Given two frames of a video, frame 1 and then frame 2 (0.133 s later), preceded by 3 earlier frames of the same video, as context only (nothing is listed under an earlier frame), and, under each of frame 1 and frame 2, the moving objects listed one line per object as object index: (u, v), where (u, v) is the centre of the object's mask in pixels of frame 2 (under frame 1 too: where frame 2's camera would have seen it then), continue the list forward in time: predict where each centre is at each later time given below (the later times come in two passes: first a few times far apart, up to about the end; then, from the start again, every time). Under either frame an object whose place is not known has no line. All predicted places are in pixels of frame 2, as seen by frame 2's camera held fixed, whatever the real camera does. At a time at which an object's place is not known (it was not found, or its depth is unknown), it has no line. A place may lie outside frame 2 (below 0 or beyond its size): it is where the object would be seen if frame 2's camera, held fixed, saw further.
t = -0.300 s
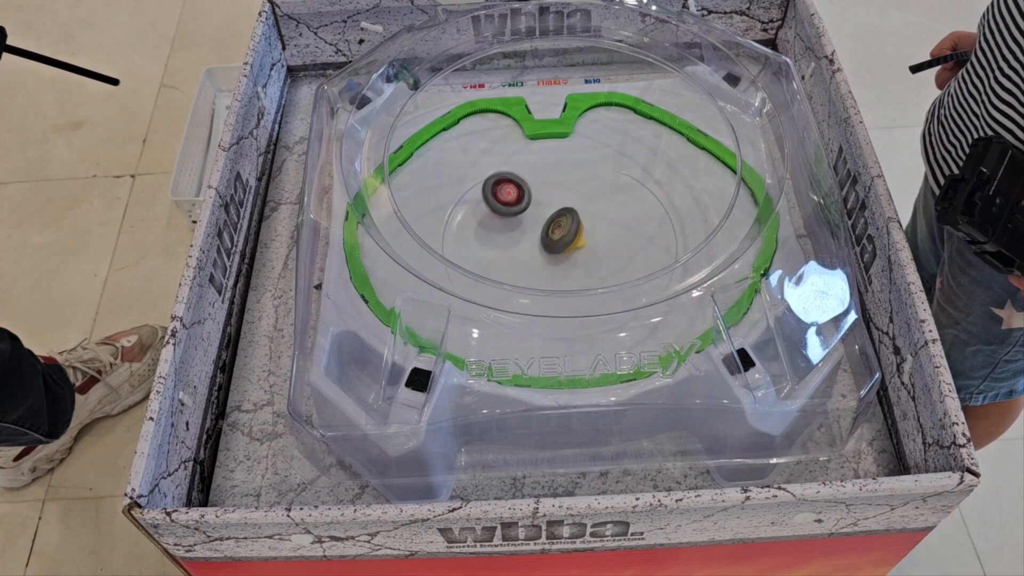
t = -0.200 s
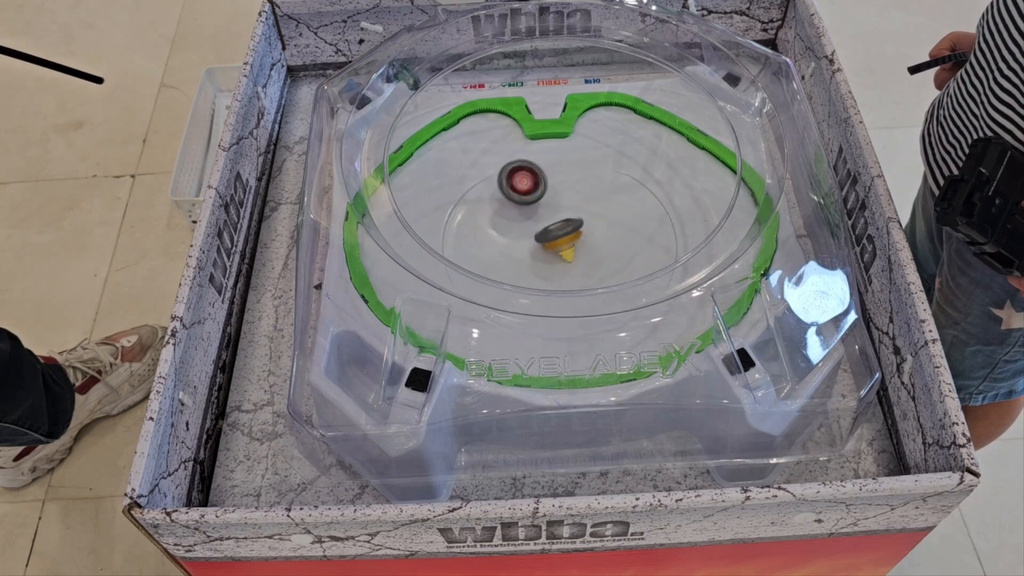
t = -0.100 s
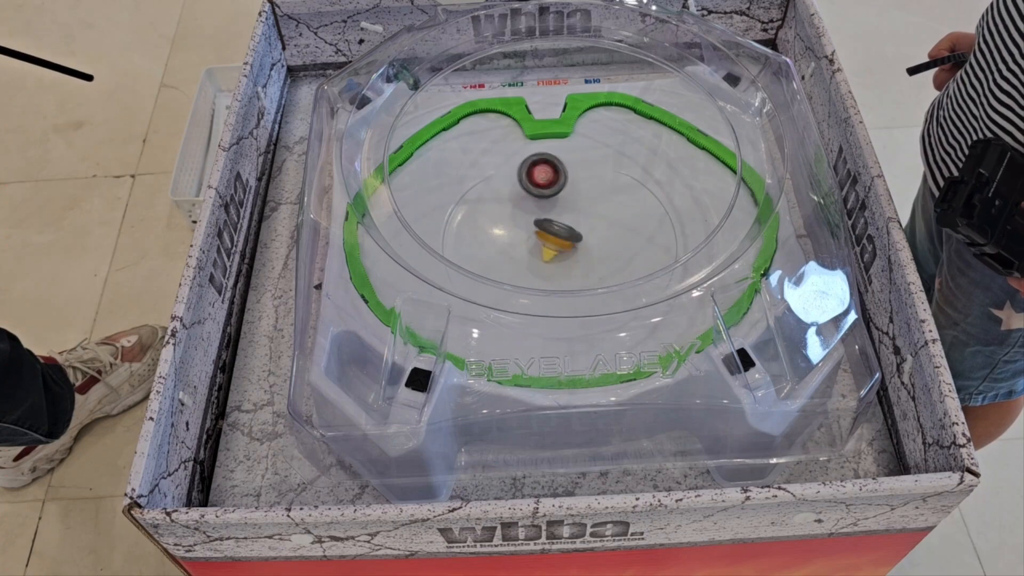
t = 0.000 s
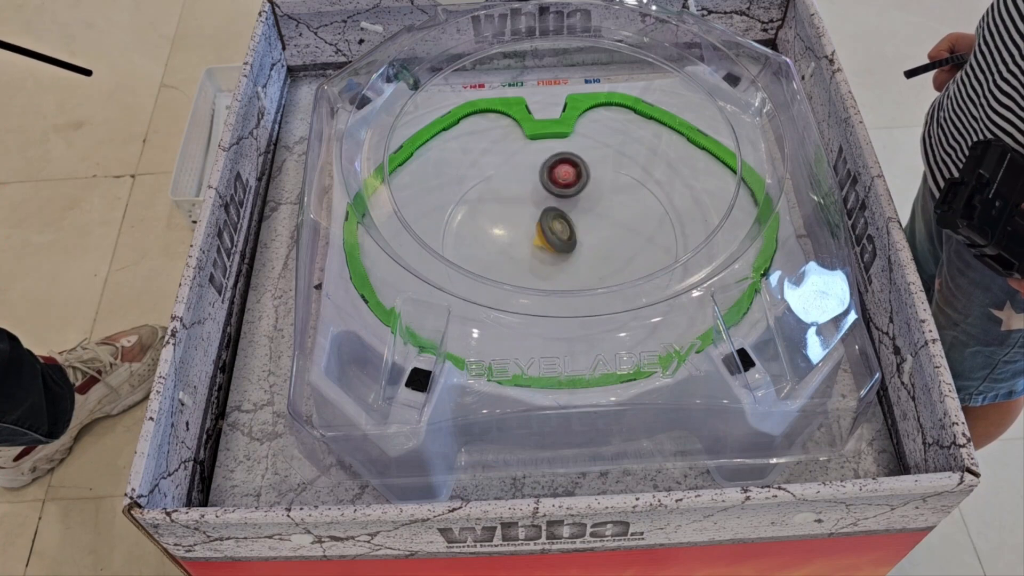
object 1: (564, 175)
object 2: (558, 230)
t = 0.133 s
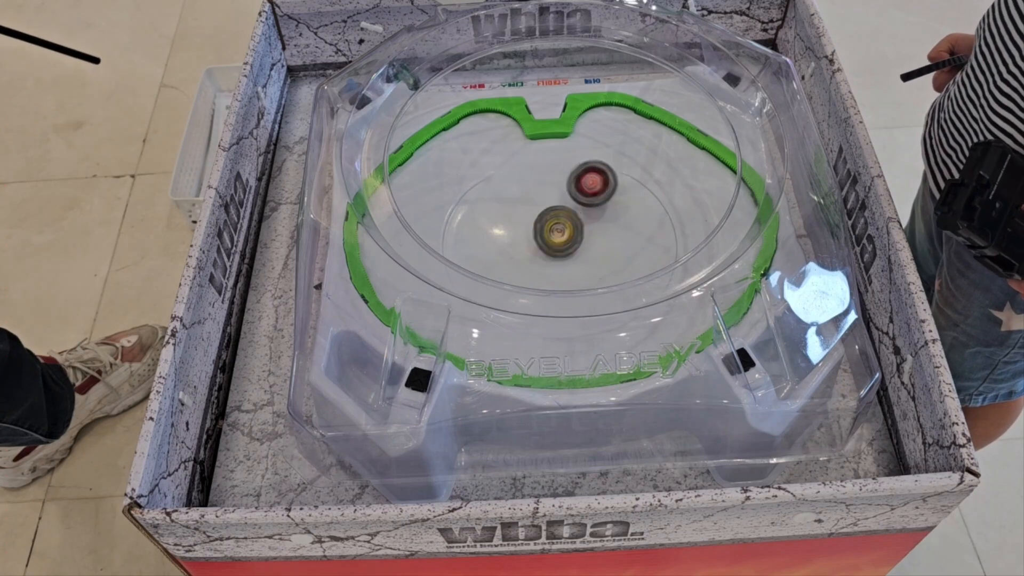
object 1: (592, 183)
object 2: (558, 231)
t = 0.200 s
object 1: (603, 191)
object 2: (558, 232)
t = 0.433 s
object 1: (620, 232)
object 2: (552, 235)
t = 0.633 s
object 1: (599, 266)
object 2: (547, 230)
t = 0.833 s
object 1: (556, 276)
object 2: (559, 222)
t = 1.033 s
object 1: (513, 267)
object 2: (579, 226)
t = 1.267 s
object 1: (496, 232)
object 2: (568, 241)
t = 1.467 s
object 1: (516, 202)
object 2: (554, 236)
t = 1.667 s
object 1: (555, 187)
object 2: (554, 231)
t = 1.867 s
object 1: (597, 194)
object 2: (558, 234)
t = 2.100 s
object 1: (623, 225)
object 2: (557, 234)
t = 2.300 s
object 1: (610, 257)
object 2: (558, 234)
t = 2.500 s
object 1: (570, 273)
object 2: (558, 233)
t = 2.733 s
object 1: (520, 260)
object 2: (559, 232)
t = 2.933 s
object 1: (502, 230)
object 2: (558, 232)
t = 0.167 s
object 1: (598, 187)
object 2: (558, 231)
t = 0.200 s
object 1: (603, 191)
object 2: (558, 232)
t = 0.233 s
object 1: (608, 196)
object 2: (558, 232)
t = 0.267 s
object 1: (612, 202)
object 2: (557, 232)
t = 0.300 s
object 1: (615, 207)
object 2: (557, 233)
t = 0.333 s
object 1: (617, 213)
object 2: (556, 233)
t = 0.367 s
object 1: (619, 219)
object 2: (556, 235)
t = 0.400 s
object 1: (620, 226)
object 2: (554, 235)
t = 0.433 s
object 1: (620, 232)
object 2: (552, 235)
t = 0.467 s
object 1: (618, 238)
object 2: (551, 235)
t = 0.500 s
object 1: (616, 245)
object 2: (550, 234)
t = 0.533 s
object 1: (614, 251)
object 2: (549, 234)
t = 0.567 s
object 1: (610, 256)
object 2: (547, 233)
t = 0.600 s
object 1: (605, 261)
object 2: (547, 232)
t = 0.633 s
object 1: (599, 266)
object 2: (547, 230)
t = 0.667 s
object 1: (593, 269)
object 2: (547, 228)
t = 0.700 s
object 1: (587, 272)
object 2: (549, 227)
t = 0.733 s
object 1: (579, 274)
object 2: (551, 226)
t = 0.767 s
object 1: (572, 275)
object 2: (553, 222)
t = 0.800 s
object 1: (564, 276)
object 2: (556, 222)
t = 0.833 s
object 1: (556, 276)
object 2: (559, 222)
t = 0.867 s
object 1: (548, 276)
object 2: (563, 220)
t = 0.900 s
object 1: (540, 275)
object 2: (566, 223)
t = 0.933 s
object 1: (533, 274)
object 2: (571, 221)
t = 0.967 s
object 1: (525, 272)
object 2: (574, 222)
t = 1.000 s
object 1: (519, 270)
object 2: (576, 225)
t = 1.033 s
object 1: (513, 267)
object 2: (579, 226)
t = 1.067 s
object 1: (507, 264)
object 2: (581, 230)
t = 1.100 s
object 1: (503, 260)
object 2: (581, 232)
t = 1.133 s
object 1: (500, 255)
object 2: (580, 234)
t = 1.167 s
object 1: (498, 249)
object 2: (579, 237)
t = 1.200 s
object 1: (496, 243)
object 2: (575, 239)
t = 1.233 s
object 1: (495, 238)
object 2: (572, 241)
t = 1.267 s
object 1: (496, 232)
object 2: (568, 241)
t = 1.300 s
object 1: (497, 226)
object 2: (565, 240)
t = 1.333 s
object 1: (499, 221)
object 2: (562, 238)
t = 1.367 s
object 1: (503, 216)
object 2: (560, 237)
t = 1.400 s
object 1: (507, 210)
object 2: (558, 237)
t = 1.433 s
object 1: (511, 206)
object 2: (556, 237)
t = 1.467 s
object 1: (516, 202)
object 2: (554, 236)
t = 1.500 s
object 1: (522, 198)
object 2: (553, 236)
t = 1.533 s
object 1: (528, 194)
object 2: (552, 235)
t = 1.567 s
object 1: (534, 192)
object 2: (551, 234)
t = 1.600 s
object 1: (541, 190)
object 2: (551, 233)
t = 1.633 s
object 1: (548, 188)
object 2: (552, 231)
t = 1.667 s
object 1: (555, 187)
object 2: (554, 231)
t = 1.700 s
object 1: (563, 187)
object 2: (556, 231)
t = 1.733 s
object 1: (570, 187)
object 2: (557, 232)
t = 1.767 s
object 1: (578, 188)
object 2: (557, 233)
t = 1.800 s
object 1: (584, 189)
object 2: (557, 233)
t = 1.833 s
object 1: (591, 191)
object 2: (556, 234)
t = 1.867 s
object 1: (597, 194)
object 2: (558, 234)
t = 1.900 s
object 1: (603, 197)
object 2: (558, 234)
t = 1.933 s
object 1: (608, 201)
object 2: (557, 234)
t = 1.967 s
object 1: (613, 205)
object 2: (557, 234)
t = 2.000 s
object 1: (617, 209)
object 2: (557, 234)
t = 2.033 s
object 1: (619, 215)
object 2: (557, 234)
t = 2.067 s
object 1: (622, 220)
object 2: (557, 234)
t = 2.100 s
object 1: (623, 225)
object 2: (557, 234)
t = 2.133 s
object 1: (623, 231)
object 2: (557, 234)
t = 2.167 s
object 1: (622, 237)
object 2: (557, 234)
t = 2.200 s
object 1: (621, 242)
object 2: (557, 234)
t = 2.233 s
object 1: (618, 247)
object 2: (557, 234)
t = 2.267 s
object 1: (614, 252)
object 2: (557, 234)
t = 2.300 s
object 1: (610, 257)
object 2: (558, 234)
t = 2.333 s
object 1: (605, 261)
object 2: (558, 235)
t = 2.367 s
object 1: (599, 265)
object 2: (558, 235)
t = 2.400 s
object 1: (592, 268)
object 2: (558, 234)
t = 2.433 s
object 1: (585, 270)
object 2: (558, 234)
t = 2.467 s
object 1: (577, 272)
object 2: (558, 234)
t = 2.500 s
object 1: (570, 273)
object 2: (558, 233)
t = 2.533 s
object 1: (562, 273)
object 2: (558, 233)
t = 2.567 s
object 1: (554, 272)
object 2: (558, 233)
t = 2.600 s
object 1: (546, 271)
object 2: (558, 233)
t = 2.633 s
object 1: (539, 269)
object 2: (558, 232)
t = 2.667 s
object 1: (532, 267)
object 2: (558, 232)
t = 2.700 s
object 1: (525, 264)
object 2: (558, 232)
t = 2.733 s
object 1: (520, 260)
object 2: (559, 232)
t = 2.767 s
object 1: (515, 256)
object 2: (559, 232)
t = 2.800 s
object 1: (510, 252)
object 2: (559, 232)
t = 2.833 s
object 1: (507, 246)
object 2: (559, 232)
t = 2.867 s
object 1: (504, 241)
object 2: (558, 232)
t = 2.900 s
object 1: (503, 236)
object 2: (558, 232)
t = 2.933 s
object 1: (502, 230)
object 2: (558, 232)
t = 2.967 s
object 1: (503, 225)
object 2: (558, 232)
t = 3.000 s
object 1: (504, 220)
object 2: (558, 232)
